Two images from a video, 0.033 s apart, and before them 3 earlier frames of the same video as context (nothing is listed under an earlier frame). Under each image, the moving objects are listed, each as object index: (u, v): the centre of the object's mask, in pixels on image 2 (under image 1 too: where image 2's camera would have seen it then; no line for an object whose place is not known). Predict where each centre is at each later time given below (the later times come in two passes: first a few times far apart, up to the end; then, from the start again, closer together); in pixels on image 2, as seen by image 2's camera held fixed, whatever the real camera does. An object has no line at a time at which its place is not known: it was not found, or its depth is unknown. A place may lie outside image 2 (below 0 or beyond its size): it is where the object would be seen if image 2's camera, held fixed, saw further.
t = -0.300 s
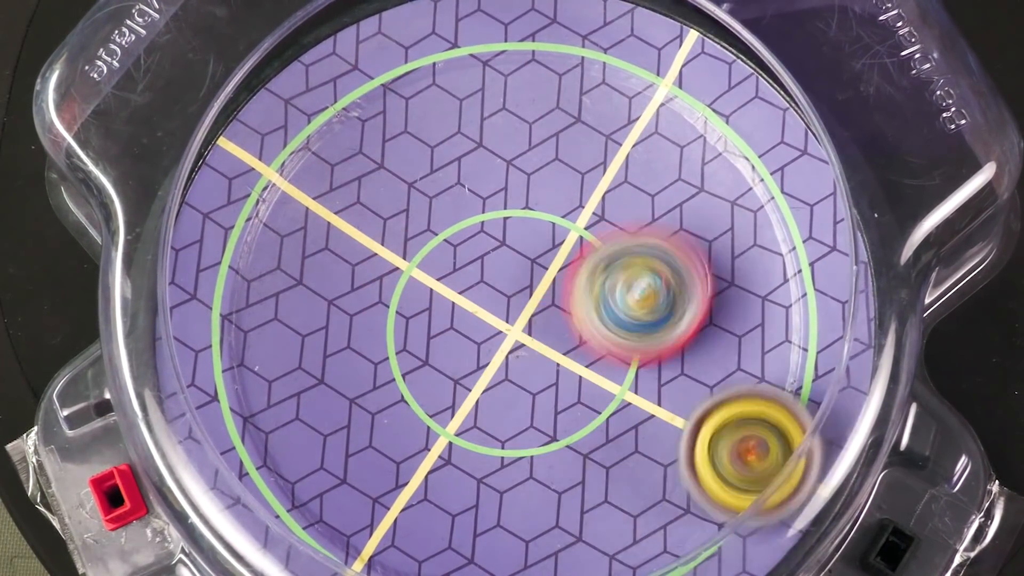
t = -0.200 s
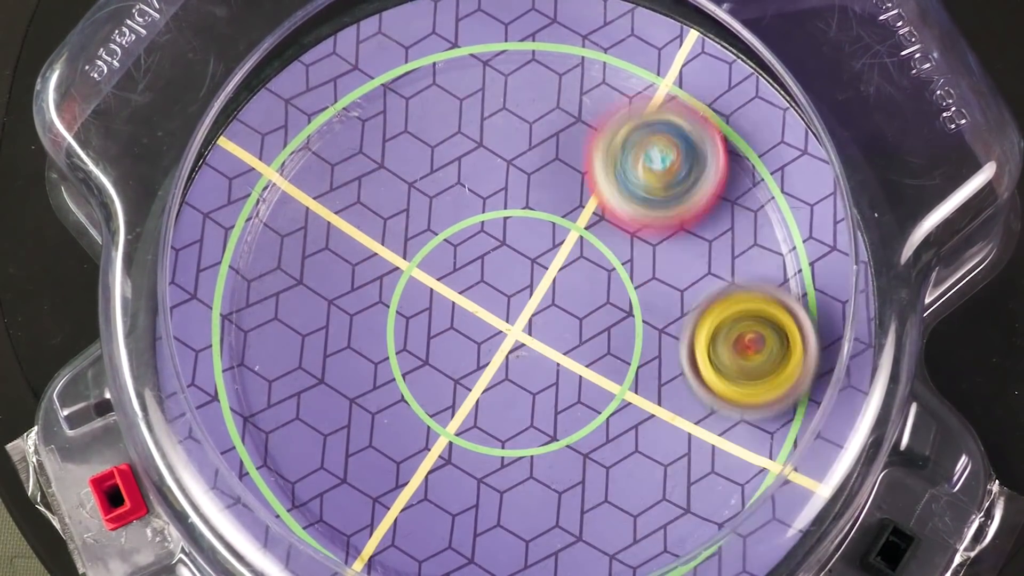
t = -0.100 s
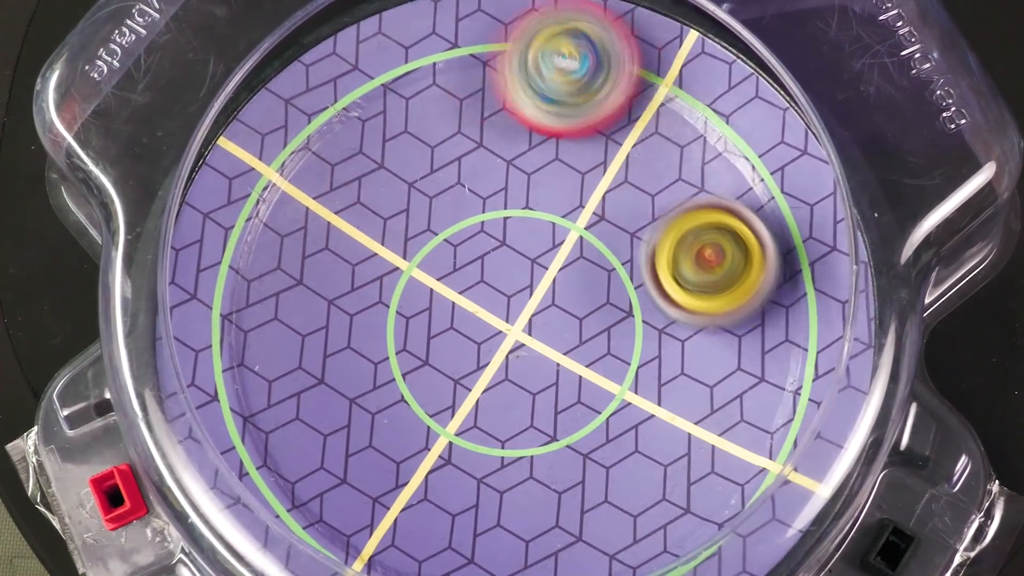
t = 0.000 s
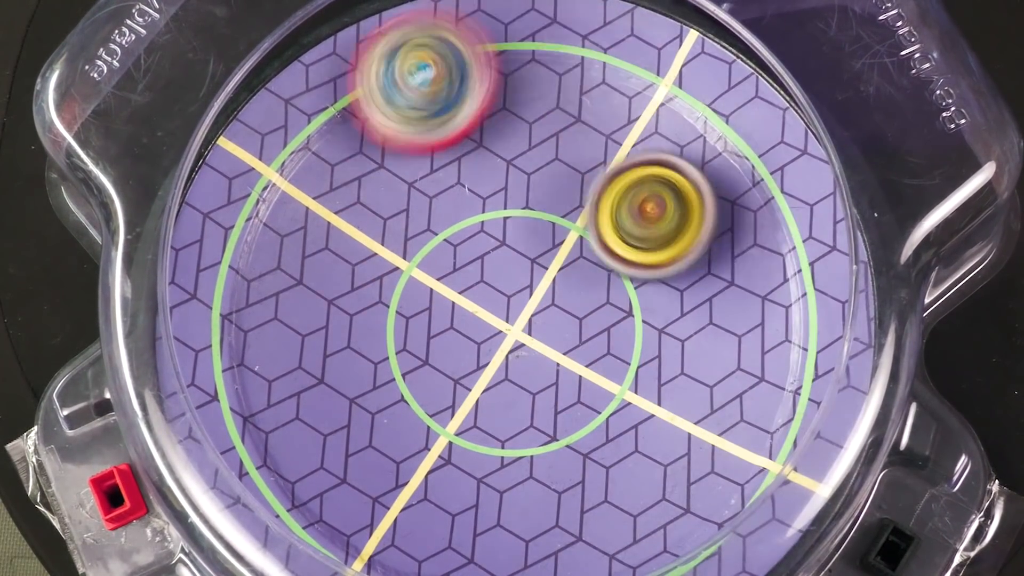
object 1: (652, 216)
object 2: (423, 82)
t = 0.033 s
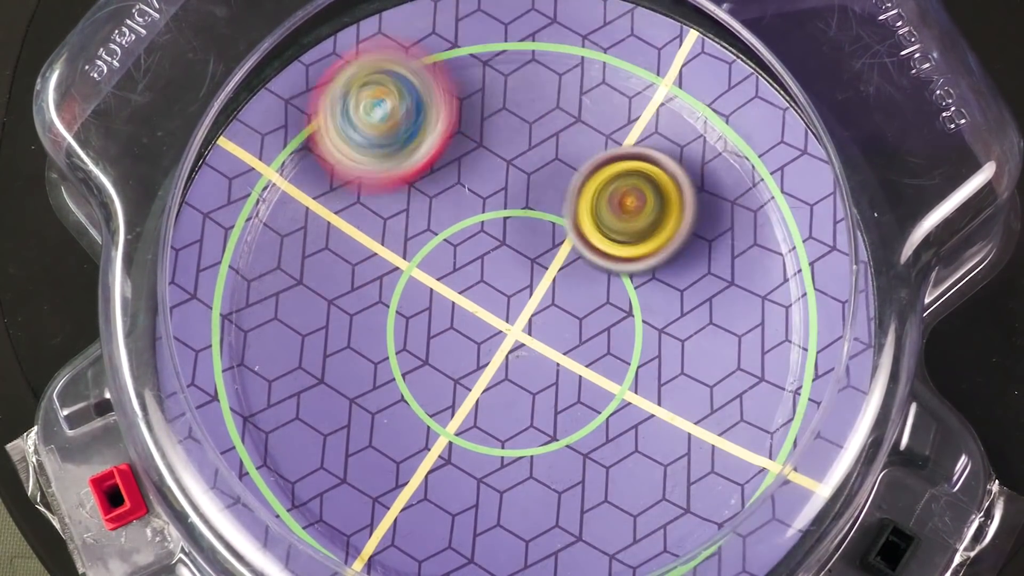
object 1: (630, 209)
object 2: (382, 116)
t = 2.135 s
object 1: (481, 303)
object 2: (738, 313)
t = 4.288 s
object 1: (363, 297)
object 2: (645, 183)
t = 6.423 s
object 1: (519, 182)
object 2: (423, 391)
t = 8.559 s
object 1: (505, 319)
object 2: (672, 344)
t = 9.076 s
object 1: (495, 296)
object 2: (543, 443)
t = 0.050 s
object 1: (620, 208)
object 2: (365, 140)
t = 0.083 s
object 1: (600, 208)
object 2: (342, 189)
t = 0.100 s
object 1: (591, 209)
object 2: (336, 214)
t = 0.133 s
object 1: (572, 215)
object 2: (336, 272)
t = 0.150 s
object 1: (563, 219)
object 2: (342, 301)
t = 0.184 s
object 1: (546, 228)
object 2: (368, 353)
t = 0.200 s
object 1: (539, 234)
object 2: (386, 376)
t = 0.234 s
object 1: (528, 246)
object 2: (429, 413)
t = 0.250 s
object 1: (523, 253)
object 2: (457, 427)
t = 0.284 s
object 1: (517, 269)
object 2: (515, 443)
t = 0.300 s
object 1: (514, 277)
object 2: (543, 446)
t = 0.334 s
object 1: (512, 292)
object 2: (600, 442)
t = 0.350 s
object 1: (512, 299)
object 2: (627, 434)
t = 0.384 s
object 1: (514, 313)
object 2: (680, 409)
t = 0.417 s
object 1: (517, 325)
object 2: (722, 371)
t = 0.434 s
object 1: (519, 331)
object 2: (736, 353)
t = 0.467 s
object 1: (525, 340)
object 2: (764, 306)
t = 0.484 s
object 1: (527, 343)
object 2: (771, 280)
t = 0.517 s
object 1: (533, 349)
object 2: (776, 227)
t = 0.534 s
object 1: (536, 351)
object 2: (769, 201)
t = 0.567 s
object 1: (542, 354)
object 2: (738, 151)
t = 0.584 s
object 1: (544, 355)
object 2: (717, 131)
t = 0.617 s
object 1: (548, 356)
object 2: (663, 96)
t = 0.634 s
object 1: (550, 355)
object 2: (639, 85)
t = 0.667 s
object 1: (553, 352)
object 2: (585, 74)
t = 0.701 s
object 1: (554, 349)
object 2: (533, 77)
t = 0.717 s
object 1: (555, 347)
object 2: (508, 86)
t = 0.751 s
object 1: (555, 342)
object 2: (460, 111)
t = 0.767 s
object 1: (555, 340)
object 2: (440, 128)
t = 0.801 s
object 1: (555, 335)
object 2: (405, 169)
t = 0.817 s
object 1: (554, 332)
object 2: (391, 195)
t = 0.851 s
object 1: (552, 327)
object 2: (374, 246)
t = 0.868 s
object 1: (551, 325)
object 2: (371, 275)
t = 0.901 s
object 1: (549, 320)
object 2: (375, 331)
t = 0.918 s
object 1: (548, 318)
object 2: (383, 356)
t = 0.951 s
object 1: (545, 316)
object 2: (406, 402)
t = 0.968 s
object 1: (544, 315)
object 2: (423, 426)
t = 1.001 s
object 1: (540, 314)
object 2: (465, 461)
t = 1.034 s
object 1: (537, 314)
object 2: (518, 486)
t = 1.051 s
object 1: (535, 314)
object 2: (544, 493)
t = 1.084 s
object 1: (531, 316)
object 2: (598, 497)
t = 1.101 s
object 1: (529, 317)
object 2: (629, 494)
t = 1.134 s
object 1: (525, 320)
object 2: (679, 477)
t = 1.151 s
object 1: (522, 321)
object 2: (702, 466)
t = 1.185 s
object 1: (518, 324)
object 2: (743, 430)
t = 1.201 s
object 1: (516, 326)
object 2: (759, 409)
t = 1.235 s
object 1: (512, 329)
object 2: (781, 365)
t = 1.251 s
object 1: (511, 330)
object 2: (788, 339)
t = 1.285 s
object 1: (507, 332)
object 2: (786, 285)
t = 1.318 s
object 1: (504, 334)
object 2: (772, 232)
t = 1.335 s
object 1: (503, 334)
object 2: (761, 212)
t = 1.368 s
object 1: (502, 335)
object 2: (731, 172)
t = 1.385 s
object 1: (501, 335)
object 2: (711, 156)
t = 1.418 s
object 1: (501, 335)
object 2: (666, 133)
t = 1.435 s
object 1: (501, 335)
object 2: (642, 125)
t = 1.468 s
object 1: (502, 335)
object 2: (588, 119)
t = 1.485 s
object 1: (503, 335)
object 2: (561, 119)
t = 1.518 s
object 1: (504, 334)
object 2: (511, 131)
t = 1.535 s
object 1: (504, 334)
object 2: (485, 142)
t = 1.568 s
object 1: (505, 333)
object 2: (438, 171)
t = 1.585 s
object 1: (505, 333)
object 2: (419, 186)
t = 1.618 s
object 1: (504, 331)
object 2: (383, 228)
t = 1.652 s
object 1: (503, 329)
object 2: (358, 276)
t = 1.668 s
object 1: (502, 329)
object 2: (349, 302)
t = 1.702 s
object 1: (501, 327)
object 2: (344, 351)
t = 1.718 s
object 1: (500, 326)
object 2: (344, 376)
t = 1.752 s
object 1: (498, 325)
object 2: (355, 427)
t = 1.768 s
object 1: (497, 324)
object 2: (366, 451)
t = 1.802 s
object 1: (495, 322)
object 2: (397, 493)
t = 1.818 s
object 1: (494, 321)
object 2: (416, 508)
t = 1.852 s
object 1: (493, 319)
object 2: (464, 526)
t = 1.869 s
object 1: (492, 318)
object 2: (490, 530)
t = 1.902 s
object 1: (490, 316)
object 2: (542, 533)
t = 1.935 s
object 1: (488, 314)
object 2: (597, 530)
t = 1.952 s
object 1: (487, 313)
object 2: (624, 526)
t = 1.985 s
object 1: (485, 312)
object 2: (667, 512)
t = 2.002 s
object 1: (484, 311)
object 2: (686, 499)
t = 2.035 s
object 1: (483, 309)
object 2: (718, 458)
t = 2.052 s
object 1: (482, 308)
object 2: (728, 433)
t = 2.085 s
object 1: (481, 306)
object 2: (742, 385)
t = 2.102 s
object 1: (481, 305)
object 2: (745, 362)
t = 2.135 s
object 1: (481, 303)
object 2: (738, 313)
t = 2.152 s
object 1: (482, 302)
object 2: (732, 291)
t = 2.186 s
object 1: (483, 301)
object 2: (709, 247)
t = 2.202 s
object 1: (483, 300)
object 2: (694, 227)
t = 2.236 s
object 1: (484, 298)
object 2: (659, 196)
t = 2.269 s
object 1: (485, 297)
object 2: (615, 171)
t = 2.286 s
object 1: (486, 296)
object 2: (592, 161)
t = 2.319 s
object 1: (487, 295)
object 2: (541, 149)
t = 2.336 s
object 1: (488, 295)
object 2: (518, 148)
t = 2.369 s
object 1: (489, 294)
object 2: (465, 153)
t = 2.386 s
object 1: (489, 293)
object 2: (441, 159)
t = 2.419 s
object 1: (491, 292)
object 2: (394, 177)
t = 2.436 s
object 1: (491, 291)
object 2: (372, 191)
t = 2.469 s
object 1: (491, 290)
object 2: (334, 223)
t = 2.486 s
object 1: (492, 290)
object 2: (318, 240)
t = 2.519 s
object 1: (493, 289)
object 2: (293, 283)
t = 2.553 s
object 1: (494, 288)
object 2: (279, 329)
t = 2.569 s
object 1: (494, 287)
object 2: (276, 353)
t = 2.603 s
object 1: (494, 285)
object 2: (282, 401)
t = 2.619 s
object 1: (494, 284)
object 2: (289, 422)
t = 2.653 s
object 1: (495, 282)
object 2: (316, 463)
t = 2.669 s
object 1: (495, 282)
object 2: (331, 481)
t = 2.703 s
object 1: (496, 280)
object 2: (373, 509)
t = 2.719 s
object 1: (497, 280)
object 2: (395, 515)
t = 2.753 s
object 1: (498, 278)
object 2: (447, 522)
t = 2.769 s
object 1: (498, 278)
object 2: (474, 523)
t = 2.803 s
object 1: (499, 276)
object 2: (525, 519)
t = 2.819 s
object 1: (499, 276)
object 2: (549, 515)
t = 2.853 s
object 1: (500, 274)
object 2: (593, 493)
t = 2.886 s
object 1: (501, 273)
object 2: (627, 458)
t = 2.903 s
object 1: (501, 273)
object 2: (643, 437)
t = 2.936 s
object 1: (503, 271)
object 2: (662, 394)
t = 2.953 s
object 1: (503, 271)
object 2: (668, 372)
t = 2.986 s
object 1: (504, 270)
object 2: (673, 325)
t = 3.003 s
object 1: (505, 269)
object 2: (671, 302)
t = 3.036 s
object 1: (506, 269)
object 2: (660, 256)
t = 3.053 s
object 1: (507, 269)
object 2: (652, 237)
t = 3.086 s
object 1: (507, 269)
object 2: (628, 197)
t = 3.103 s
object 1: (505, 270)
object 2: (616, 178)
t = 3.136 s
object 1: (500, 273)
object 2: (587, 144)
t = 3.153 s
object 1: (498, 274)
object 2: (568, 129)
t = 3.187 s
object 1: (496, 276)
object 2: (531, 108)
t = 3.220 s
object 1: (496, 277)
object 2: (488, 95)
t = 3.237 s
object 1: (496, 278)
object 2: (466, 91)
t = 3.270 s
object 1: (497, 278)
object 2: (421, 92)
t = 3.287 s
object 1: (498, 278)
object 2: (399, 96)
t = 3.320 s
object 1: (501, 278)
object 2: (357, 114)
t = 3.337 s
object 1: (503, 278)
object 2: (338, 127)
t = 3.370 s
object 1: (506, 277)
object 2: (307, 159)
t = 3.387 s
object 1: (508, 277)
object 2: (294, 177)
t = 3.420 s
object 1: (513, 277)
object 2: (276, 220)
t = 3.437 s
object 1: (515, 277)
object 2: (273, 242)
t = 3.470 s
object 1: (519, 277)
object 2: (272, 288)
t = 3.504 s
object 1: (522, 277)
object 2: (287, 332)
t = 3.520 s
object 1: (523, 277)
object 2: (297, 352)
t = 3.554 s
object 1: (526, 277)
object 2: (329, 391)
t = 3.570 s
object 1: (527, 277)
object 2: (348, 405)
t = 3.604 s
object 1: (530, 278)
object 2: (390, 427)
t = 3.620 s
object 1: (531, 278)
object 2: (416, 435)
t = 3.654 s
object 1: (532, 278)
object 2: (465, 441)
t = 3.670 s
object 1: (533, 279)
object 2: (490, 440)
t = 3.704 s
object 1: (534, 279)
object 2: (540, 432)
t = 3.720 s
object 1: (534, 279)
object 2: (561, 424)
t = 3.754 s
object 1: (534, 279)
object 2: (603, 397)
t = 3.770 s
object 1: (532, 272)
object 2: (628, 400)
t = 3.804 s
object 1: (515, 233)
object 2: (680, 407)
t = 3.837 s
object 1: (500, 201)
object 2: (721, 398)
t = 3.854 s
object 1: (493, 188)
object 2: (740, 388)
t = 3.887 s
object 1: (482, 166)
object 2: (772, 364)
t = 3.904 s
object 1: (478, 159)
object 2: (787, 350)
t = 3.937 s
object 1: (471, 150)
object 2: (791, 312)
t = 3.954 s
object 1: (469, 149)
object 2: (790, 291)
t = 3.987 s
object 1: (464, 153)
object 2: (773, 251)
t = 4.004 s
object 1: (462, 158)
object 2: (765, 231)
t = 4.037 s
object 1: (458, 170)
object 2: (748, 194)
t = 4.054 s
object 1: (456, 177)
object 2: (741, 179)
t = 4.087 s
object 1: (452, 191)
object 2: (720, 156)
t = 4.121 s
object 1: (449, 203)
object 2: (693, 142)
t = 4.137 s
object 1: (448, 210)
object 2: (675, 139)
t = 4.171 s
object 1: (449, 223)
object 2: (639, 140)
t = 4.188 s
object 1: (450, 230)
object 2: (621, 145)
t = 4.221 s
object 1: (453, 242)
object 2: (587, 166)
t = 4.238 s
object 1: (453, 249)
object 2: (576, 176)
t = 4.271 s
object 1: (392, 282)
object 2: (621, 181)
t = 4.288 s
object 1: (363, 297)
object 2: (645, 183)
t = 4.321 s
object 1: (307, 328)
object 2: (685, 182)
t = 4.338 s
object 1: (288, 340)
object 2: (701, 176)
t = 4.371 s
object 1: (251, 368)
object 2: (727, 167)
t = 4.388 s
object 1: (244, 378)
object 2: (736, 161)
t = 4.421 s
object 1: (230, 402)
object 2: (732, 152)
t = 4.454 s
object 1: (229, 424)
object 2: (718, 145)
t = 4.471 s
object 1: (233, 431)
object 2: (706, 141)
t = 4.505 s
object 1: (244, 444)
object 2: (688, 137)
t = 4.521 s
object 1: (250, 449)
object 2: (680, 137)
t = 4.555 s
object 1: (269, 459)
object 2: (671, 143)
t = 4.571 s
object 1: (281, 464)
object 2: (668, 148)
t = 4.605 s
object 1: (317, 469)
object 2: (668, 165)
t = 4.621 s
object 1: (335, 471)
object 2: (669, 175)
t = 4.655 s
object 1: (374, 471)
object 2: (675, 195)
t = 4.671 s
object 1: (395, 469)
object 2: (678, 206)
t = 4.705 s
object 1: (433, 461)
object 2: (687, 226)
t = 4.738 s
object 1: (469, 450)
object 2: (700, 243)
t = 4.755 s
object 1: (486, 442)
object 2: (706, 251)
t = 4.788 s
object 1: (514, 426)
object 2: (721, 264)
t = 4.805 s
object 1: (528, 418)
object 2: (728, 270)
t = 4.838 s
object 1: (550, 398)
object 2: (744, 278)
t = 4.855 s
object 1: (559, 389)
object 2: (750, 279)
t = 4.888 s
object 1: (574, 370)
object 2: (759, 278)
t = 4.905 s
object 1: (579, 361)
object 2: (762, 277)
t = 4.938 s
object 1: (587, 344)
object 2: (761, 271)
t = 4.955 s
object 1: (589, 337)
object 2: (758, 268)
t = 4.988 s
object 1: (592, 323)
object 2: (747, 265)
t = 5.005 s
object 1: (591, 317)
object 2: (739, 265)
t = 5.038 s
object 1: (585, 308)
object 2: (726, 270)
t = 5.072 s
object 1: (564, 302)
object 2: (724, 276)
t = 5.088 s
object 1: (555, 299)
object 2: (722, 280)
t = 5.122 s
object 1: (537, 293)
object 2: (716, 289)
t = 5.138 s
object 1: (530, 292)
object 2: (712, 295)
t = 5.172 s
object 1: (518, 288)
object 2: (701, 306)
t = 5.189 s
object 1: (514, 287)
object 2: (697, 312)
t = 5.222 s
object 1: (508, 285)
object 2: (688, 323)
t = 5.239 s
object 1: (506, 285)
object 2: (682, 330)
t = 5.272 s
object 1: (502, 284)
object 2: (673, 345)
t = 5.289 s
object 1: (501, 284)
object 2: (667, 352)
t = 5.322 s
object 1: (500, 284)
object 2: (658, 369)
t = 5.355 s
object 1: (499, 284)
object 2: (652, 385)
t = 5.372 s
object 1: (500, 284)
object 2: (650, 393)
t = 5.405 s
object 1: (500, 285)
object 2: (649, 408)
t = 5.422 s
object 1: (500, 284)
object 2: (649, 415)
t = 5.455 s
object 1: (501, 286)
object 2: (648, 427)
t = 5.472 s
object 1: (502, 286)
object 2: (648, 432)
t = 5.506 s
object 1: (503, 287)
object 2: (650, 436)
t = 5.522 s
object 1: (503, 288)
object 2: (650, 438)
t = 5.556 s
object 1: (505, 289)
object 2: (647, 438)
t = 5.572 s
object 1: (505, 289)
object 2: (645, 437)
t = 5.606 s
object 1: (507, 291)
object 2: (638, 433)
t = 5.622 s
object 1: (507, 290)
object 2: (634, 429)
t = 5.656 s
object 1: (509, 291)
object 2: (623, 425)
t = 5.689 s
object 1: (509, 292)
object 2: (607, 419)
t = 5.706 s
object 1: (510, 292)
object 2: (598, 417)
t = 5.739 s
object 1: (510, 292)
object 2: (577, 418)
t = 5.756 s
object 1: (507, 278)
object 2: (568, 441)
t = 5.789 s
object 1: (499, 241)
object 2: (555, 477)
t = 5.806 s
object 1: (497, 224)
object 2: (551, 491)
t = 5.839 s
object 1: (491, 196)
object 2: (551, 511)
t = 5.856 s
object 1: (490, 185)
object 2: (553, 517)
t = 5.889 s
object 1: (487, 167)
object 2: (561, 527)
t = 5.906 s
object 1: (487, 163)
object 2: (566, 532)
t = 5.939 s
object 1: (486, 157)
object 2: (579, 538)
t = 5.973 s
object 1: (487, 159)
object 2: (602, 536)
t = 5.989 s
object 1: (487, 162)
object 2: (616, 533)
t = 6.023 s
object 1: (487, 170)
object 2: (640, 525)
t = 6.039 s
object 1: (487, 174)
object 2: (653, 520)
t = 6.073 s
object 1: (487, 183)
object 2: (666, 500)
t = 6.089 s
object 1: (487, 188)
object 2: (666, 489)
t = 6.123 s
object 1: (487, 197)
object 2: (663, 467)
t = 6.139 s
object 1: (487, 202)
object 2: (657, 455)
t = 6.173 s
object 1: (489, 212)
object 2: (636, 435)
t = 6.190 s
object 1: (489, 217)
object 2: (624, 426)
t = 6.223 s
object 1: (490, 226)
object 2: (599, 411)
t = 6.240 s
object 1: (490, 231)
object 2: (585, 404)
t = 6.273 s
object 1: (492, 239)
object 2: (559, 393)
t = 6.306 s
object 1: (494, 247)
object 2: (530, 384)
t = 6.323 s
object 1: (497, 241)
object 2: (513, 388)
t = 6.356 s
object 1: (506, 216)
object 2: (481, 393)
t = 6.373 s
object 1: (510, 205)
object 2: (466, 392)
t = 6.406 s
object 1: (516, 188)
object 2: (437, 391)
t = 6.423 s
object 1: (519, 182)
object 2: (423, 391)
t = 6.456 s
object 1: (522, 175)
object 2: (395, 390)
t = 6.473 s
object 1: (523, 174)
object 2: (383, 390)
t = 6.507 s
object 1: (523, 174)
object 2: (357, 389)
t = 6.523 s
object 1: (523, 175)
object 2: (344, 389)
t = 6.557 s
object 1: (521, 180)
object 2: (319, 390)
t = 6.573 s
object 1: (520, 182)
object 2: (309, 390)
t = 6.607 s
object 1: (519, 188)
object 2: (287, 390)
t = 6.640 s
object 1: (517, 194)
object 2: (268, 393)
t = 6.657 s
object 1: (517, 197)
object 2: (261, 393)
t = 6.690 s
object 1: (516, 204)
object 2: (263, 399)
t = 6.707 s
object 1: (516, 207)
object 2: (268, 406)
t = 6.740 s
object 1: (515, 213)
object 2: (281, 415)
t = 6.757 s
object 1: (515, 216)
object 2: (286, 416)
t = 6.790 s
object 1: (515, 222)
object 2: (297, 413)
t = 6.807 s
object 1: (515, 225)
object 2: (302, 407)
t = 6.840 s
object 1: (515, 231)
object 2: (309, 394)
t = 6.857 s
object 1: (515, 234)
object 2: (312, 385)
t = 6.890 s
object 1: (516, 240)
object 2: (318, 366)
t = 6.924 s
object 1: (516, 245)
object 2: (323, 348)
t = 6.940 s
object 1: (517, 248)
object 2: (326, 337)
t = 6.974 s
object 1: (518, 252)
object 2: (332, 317)
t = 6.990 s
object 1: (518, 255)
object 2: (334, 308)
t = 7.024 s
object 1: (520, 259)
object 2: (339, 289)
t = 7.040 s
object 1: (521, 261)
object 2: (341, 280)
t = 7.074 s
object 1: (523, 265)
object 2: (346, 260)
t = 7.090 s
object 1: (524, 266)
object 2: (347, 251)
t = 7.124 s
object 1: (526, 269)
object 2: (352, 231)
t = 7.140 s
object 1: (527, 271)
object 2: (354, 222)
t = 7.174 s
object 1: (530, 273)
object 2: (357, 204)
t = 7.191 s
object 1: (531, 275)
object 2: (359, 195)
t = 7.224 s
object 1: (533, 277)
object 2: (364, 179)
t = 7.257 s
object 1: (536, 280)
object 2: (369, 163)
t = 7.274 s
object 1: (537, 281)
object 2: (371, 156)
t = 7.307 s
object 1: (539, 283)
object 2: (375, 142)
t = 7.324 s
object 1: (540, 284)
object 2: (379, 135)
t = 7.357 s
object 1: (542, 286)
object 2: (385, 123)
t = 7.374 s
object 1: (543, 287)
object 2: (388, 117)
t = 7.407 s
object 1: (545, 289)
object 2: (394, 107)
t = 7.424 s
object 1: (546, 290)
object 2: (398, 103)
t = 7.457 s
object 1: (548, 293)
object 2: (406, 96)
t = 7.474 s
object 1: (548, 294)
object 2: (409, 94)
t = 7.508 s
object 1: (550, 296)
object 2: (419, 92)
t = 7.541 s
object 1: (550, 298)
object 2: (431, 93)
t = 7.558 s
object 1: (551, 298)
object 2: (437, 94)
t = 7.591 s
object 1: (551, 300)
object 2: (452, 98)
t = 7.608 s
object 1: (551, 301)
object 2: (458, 99)
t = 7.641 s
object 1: (551, 303)
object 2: (475, 103)
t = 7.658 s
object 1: (551, 303)
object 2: (484, 104)
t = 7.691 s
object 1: (550, 305)
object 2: (500, 109)
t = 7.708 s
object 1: (550, 305)
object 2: (509, 111)
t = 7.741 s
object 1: (549, 306)
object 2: (524, 115)
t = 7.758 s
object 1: (549, 307)
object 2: (534, 117)
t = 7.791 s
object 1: (548, 308)
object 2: (550, 122)
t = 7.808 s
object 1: (547, 308)
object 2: (557, 124)
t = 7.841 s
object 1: (546, 309)
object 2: (574, 130)
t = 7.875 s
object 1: (544, 310)
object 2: (591, 135)
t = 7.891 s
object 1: (544, 310)
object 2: (598, 138)
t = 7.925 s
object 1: (542, 311)
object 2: (614, 143)
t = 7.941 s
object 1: (542, 312)
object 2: (621, 146)
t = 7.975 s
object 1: (540, 313)
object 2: (636, 152)
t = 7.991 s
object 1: (539, 314)
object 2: (643, 156)
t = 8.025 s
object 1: (537, 315)
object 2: (658, 162)
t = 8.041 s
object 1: (536, 315)
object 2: (665, 165)
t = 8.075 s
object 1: (534, 316)
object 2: (677, 171)
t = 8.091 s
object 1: (533, 316)
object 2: (684, 174)
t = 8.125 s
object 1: (530, 318)
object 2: (694, 180)
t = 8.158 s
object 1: (528, 319)
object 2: (702, 185)
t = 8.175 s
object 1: (527, 320)
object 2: (704, 189)
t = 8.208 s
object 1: (525, 320)
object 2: (707, 196)
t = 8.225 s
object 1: (524, 321)
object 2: (707, 201)
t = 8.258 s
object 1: (521, 322)
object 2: (706, 210)
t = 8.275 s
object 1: (520, 322)
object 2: (705, 217)
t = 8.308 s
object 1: (518, 322)
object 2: (704, 231)
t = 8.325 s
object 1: (517, 322)
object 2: (703, 238)
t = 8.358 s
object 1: (514, 323)
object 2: (700, 253)
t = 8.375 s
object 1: (513, 323)
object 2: (699, 260)
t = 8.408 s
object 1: (511, 322)
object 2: (694, 276)
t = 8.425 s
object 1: (511, 322)
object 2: (693, 283)
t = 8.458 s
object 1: (509, 321)
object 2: (688, 298)
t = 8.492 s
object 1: (507, 321)
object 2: (683, 313)
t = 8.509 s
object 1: (507, 320)
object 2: (681, 321)
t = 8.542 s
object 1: (505, 319)
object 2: (675, 336)
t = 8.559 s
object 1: (505, 319)
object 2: (672, 344)
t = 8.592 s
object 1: (503, 318)
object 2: (666, 358)
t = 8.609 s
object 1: (503, 318)
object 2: (663, 366)
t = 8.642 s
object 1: (502, 317)
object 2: (658, 379)
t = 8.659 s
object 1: (501, 317)
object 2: (654, 387)
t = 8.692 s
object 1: (500, 316)
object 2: (649, 400)
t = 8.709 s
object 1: (500, 315)
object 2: (646, 406)
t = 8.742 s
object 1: (498, 314)
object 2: (640, 419)
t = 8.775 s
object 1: (497, 313)
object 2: (633, 430)
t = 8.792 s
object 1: (497, 312)
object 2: (629, 434)
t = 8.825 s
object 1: (496, 311)
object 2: (622, 443)
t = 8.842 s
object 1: (496, 310)
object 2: (618, 447)
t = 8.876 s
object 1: (495, 308)
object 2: (611, 452)
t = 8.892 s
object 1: (495, 307)
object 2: (606, 455)
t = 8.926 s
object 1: (495, 306)
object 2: (599, 456)
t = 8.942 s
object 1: (494, 304)
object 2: (595, 456)
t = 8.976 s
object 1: (494, 303)
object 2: (585, 453)
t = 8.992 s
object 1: (494, 301)
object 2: (578, 451)
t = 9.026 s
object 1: (494, 299)
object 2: (565, 448)
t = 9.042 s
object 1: (494, 298)
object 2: (557, 447)
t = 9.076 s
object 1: (495, 296)
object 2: (543, 443)
